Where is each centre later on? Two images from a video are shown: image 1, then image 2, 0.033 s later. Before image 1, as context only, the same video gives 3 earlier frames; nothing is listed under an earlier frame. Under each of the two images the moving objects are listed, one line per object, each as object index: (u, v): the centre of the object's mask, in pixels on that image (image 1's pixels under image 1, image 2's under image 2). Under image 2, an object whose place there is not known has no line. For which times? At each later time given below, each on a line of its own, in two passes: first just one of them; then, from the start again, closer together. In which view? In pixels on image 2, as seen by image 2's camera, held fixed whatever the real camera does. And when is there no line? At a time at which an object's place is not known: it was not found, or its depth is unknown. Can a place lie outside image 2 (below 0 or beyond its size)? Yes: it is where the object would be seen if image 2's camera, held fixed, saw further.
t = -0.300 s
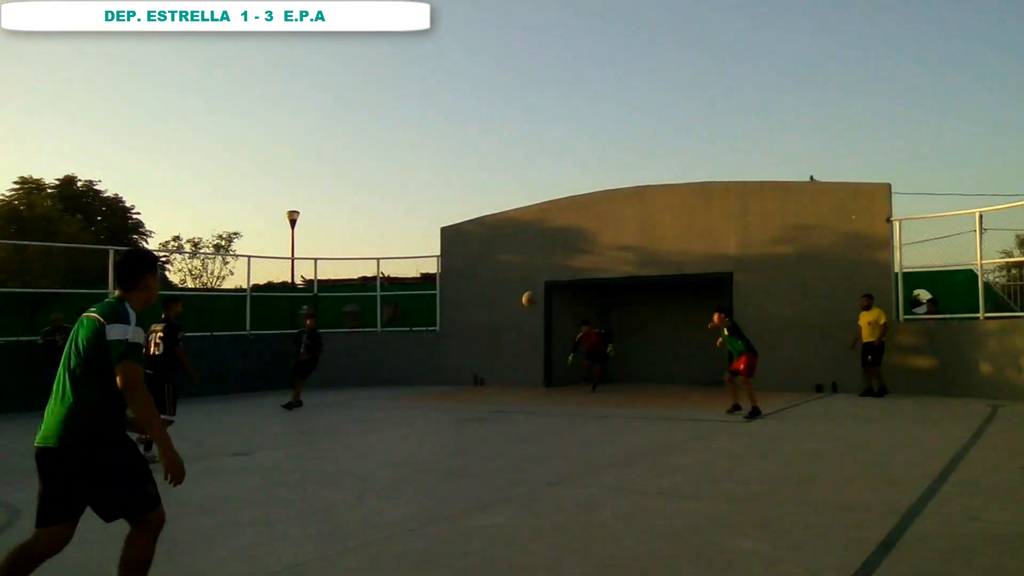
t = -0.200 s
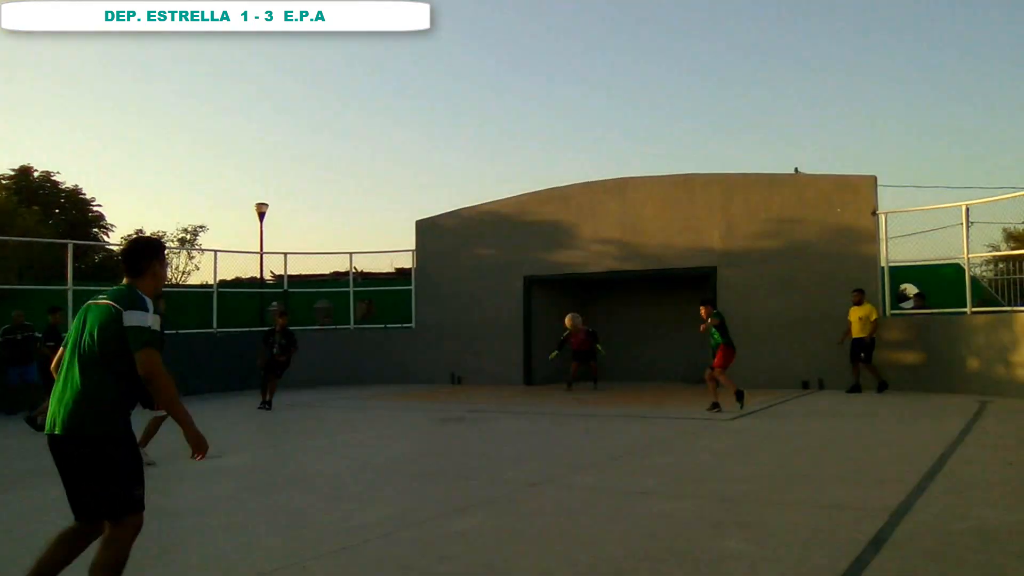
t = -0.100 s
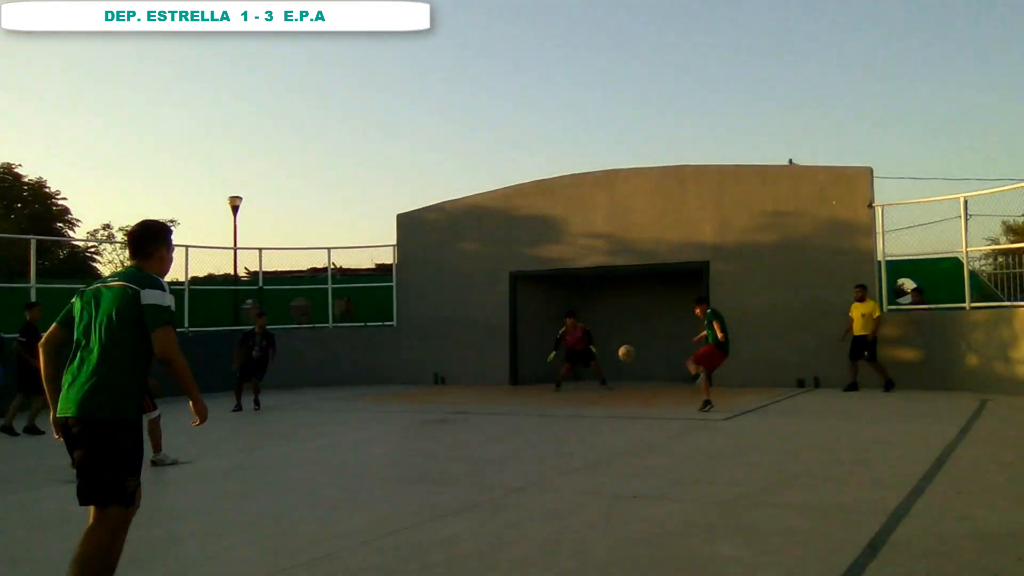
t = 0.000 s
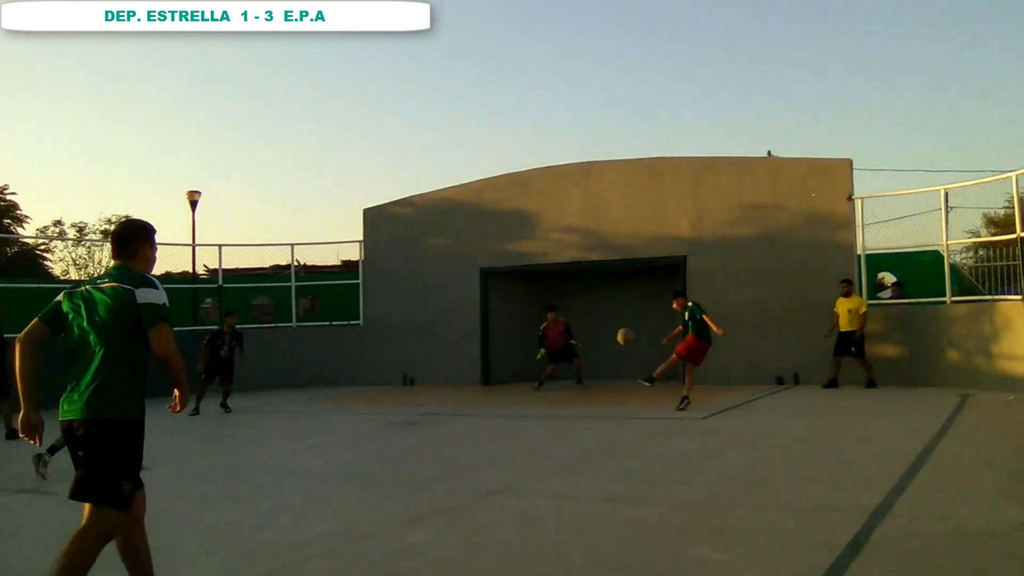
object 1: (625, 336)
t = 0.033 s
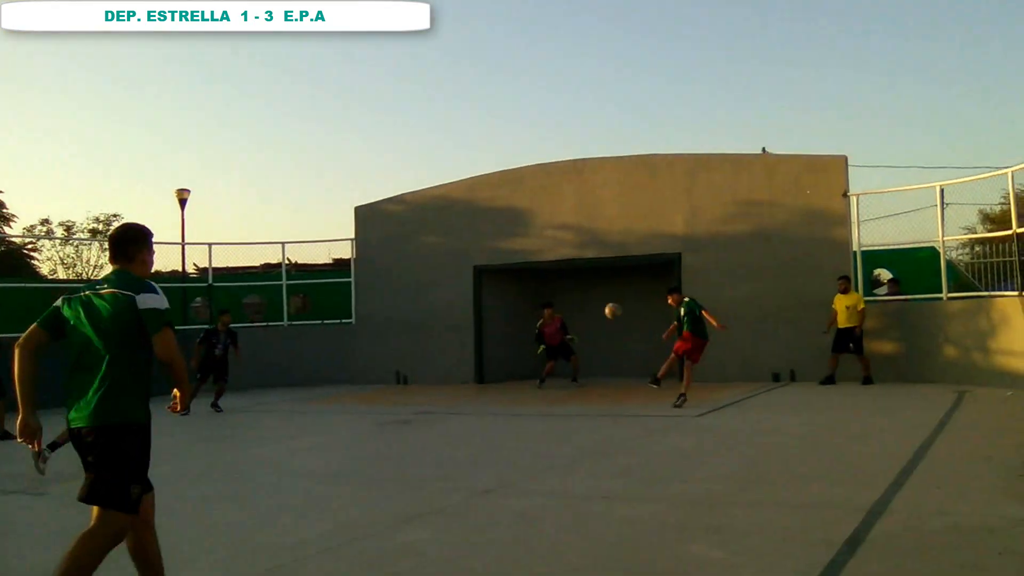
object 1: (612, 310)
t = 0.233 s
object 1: (585, 207)
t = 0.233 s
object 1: (585, 207)
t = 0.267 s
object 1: (581, 195)
